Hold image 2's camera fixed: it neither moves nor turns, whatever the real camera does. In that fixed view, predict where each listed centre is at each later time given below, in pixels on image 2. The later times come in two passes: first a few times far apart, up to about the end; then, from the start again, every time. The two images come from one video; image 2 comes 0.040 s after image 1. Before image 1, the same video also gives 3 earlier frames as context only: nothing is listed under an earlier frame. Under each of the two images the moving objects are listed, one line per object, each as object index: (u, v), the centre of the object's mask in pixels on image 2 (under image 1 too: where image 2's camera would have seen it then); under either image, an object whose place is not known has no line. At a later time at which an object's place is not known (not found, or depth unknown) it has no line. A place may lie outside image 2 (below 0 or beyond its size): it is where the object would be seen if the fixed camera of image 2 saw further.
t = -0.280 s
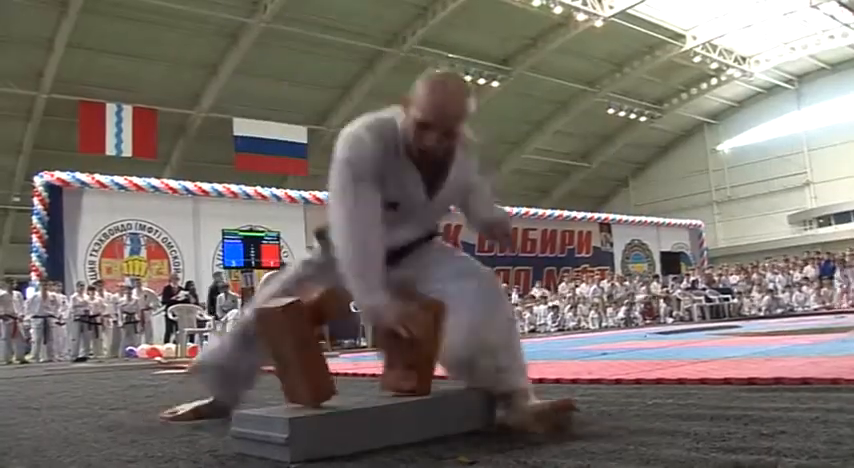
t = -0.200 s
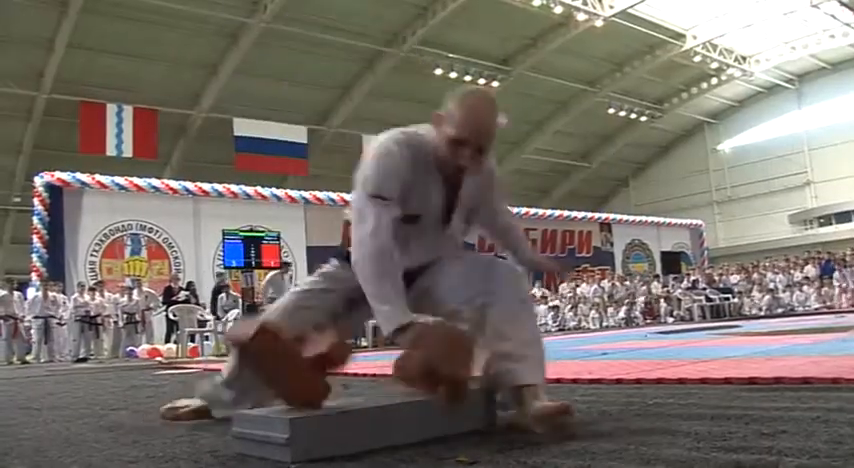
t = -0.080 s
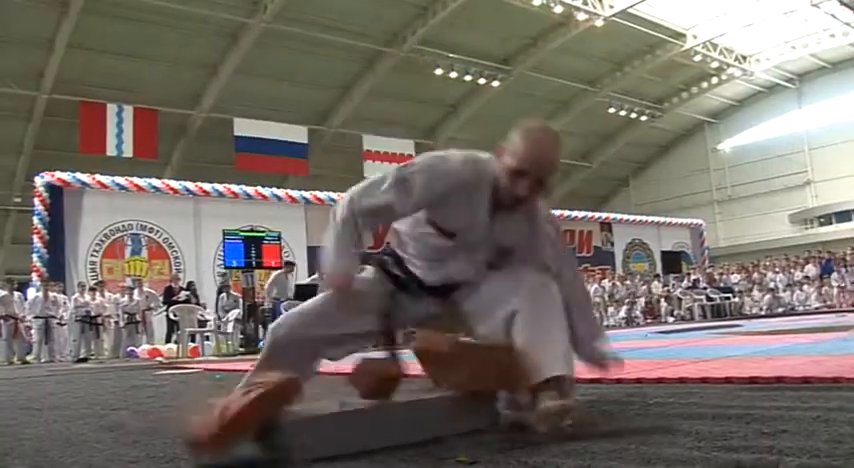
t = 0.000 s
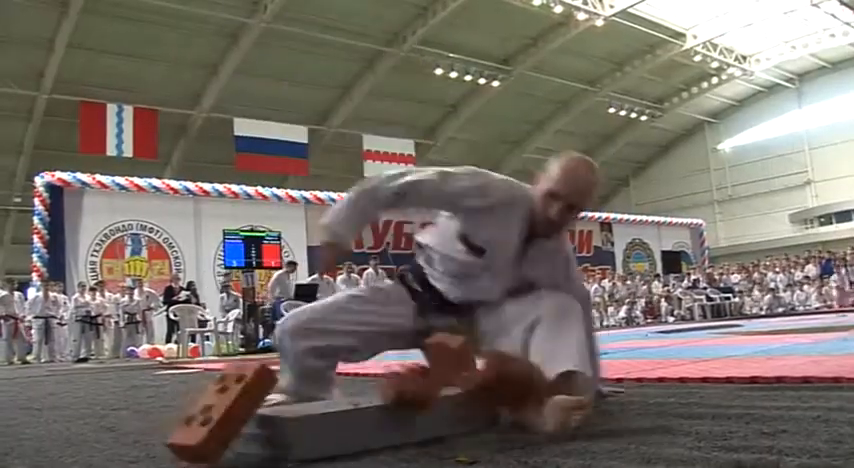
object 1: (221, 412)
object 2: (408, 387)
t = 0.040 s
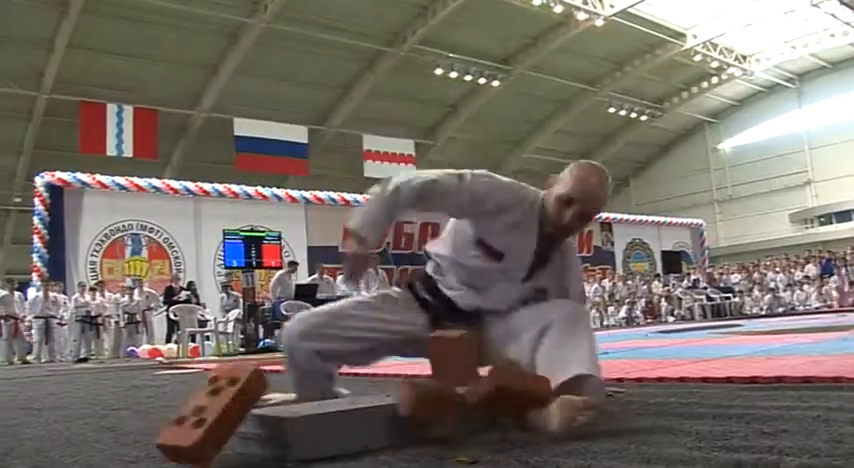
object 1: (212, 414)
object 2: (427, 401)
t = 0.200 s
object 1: (196, 435)
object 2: (457, 423)
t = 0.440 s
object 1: (185, 438)
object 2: (494, 429)
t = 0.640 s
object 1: (187, 440)
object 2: (498, 431)
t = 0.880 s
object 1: (187, 441)
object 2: (472, 442)
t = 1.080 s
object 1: (186, 442)
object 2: (475, 445)
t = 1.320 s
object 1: (187, 441)
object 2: (475, 445)
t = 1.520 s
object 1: (186, 441)
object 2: (475, 445)
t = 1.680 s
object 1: (186, 441)
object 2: (475, 445)
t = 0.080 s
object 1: (204, 423)
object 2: (450, 417)
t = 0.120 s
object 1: (199, 427)
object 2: (451, 424)
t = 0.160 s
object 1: (198, 429)
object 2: (456, 421)
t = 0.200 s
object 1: (196, 435)
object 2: (457, 423)
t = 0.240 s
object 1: (191, 438)
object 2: (460, 421)
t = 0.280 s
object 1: (188, 437)
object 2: (469, 428)
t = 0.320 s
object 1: (187, 438)
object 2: (478, 436)
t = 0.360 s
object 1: (185, 438)
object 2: (501, 426)
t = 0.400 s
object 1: (185, 438)
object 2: (491, 425)
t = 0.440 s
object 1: (185, 438)
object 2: (494, 429)
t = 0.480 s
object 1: (187, 439)
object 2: (497, 431)
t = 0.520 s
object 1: (188, 439)
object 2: (499, 430)
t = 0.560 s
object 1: (188, 439)
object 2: (499, 430)
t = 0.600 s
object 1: (188, 440)
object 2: (499, 430)
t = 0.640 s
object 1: (187, 440)
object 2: (498, 431)
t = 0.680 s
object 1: (187, 439)
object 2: (496, 433)
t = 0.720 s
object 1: (187, 441)
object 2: (489, 439)
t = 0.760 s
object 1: (187, 441)
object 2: (482, 443)
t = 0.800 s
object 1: (187, 441)
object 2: (475, 442)
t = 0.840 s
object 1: (187, 441)
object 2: (474, 442)
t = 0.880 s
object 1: (187, 441)
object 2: (472, 442)
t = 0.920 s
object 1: (187, 440)
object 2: (474, 442)
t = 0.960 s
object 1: (186, 441)
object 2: (475, 441)
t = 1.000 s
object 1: (187, 441)
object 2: (474, 441)
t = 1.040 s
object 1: (187, 441)
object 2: (475, 444)
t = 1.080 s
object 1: (186, 442)
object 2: (475, 445)
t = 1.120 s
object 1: (186, 442)
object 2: (476, 445)
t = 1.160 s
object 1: (187, 442)
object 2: (476, 445)
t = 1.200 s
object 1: (187, 441)
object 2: (475, 445)
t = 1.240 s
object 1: (187, 442)
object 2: (475, 445)
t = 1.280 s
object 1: (187, 441)
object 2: (475, 445)
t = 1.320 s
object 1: (187, 441)
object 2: (475, 445)
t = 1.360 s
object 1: (187, 441)
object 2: (475, 445)
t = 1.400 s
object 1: (187, 441)
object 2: (476, 445)
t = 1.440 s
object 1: (187, 441)
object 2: (475, 445)
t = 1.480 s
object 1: (186, 441)
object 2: (475, 445)
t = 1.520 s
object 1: (186, 441)
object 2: (475, 445)
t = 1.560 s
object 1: (187, 441)
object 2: (475, 445)
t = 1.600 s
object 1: (186, 441)
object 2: (475, 445)
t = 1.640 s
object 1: (187, 441)
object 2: (475, 445)
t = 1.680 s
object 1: (186, 441)
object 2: (475, 445)
